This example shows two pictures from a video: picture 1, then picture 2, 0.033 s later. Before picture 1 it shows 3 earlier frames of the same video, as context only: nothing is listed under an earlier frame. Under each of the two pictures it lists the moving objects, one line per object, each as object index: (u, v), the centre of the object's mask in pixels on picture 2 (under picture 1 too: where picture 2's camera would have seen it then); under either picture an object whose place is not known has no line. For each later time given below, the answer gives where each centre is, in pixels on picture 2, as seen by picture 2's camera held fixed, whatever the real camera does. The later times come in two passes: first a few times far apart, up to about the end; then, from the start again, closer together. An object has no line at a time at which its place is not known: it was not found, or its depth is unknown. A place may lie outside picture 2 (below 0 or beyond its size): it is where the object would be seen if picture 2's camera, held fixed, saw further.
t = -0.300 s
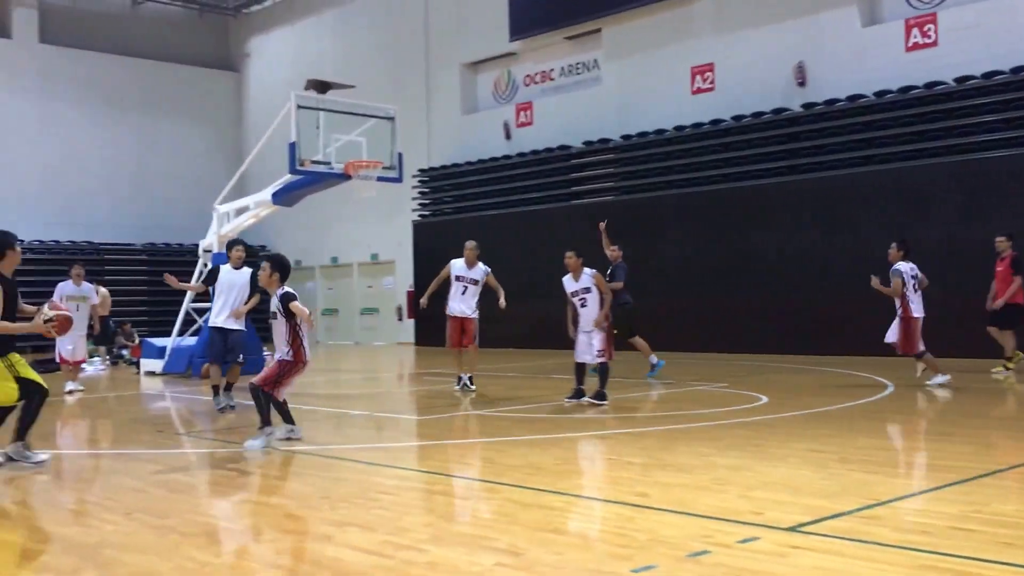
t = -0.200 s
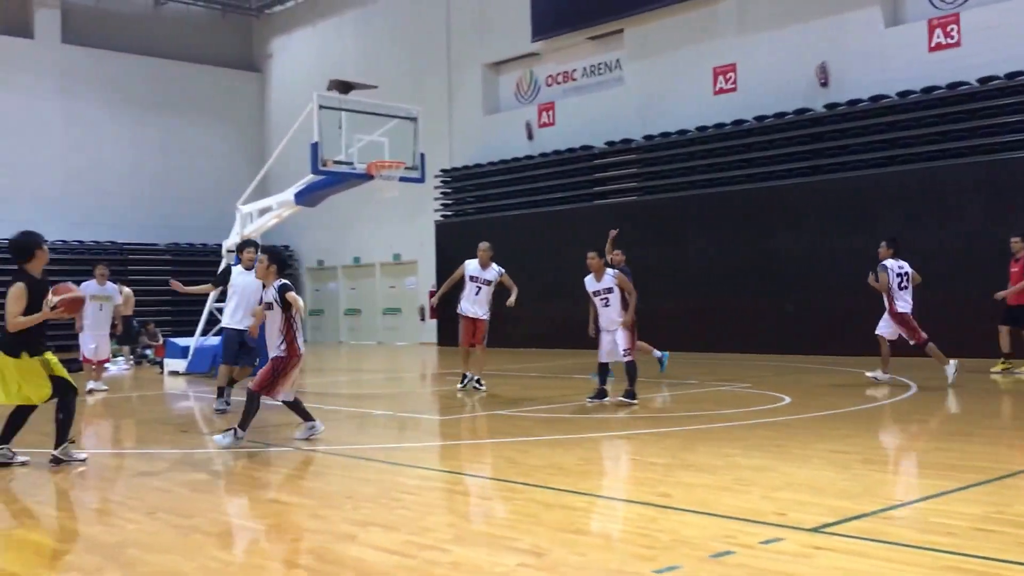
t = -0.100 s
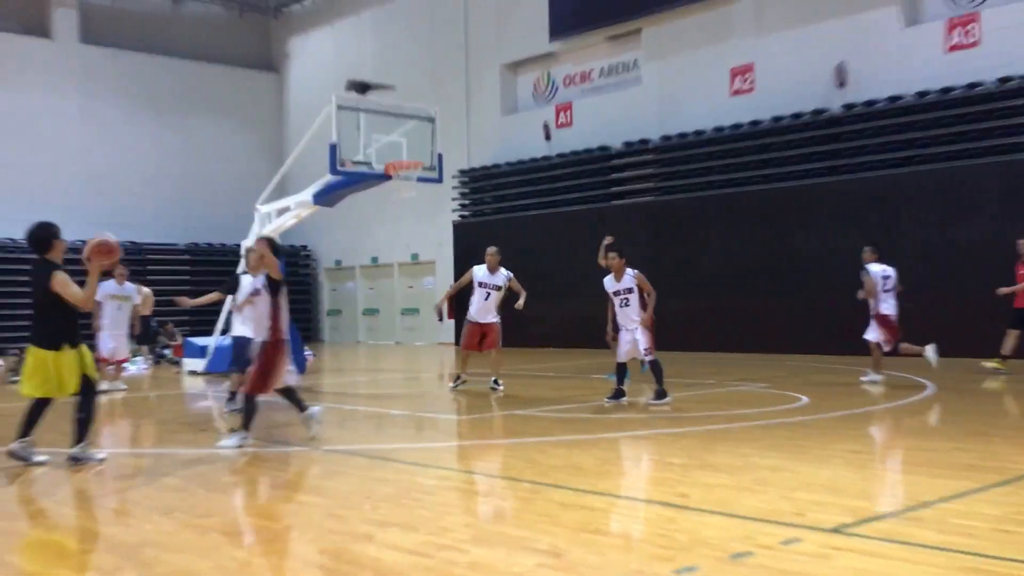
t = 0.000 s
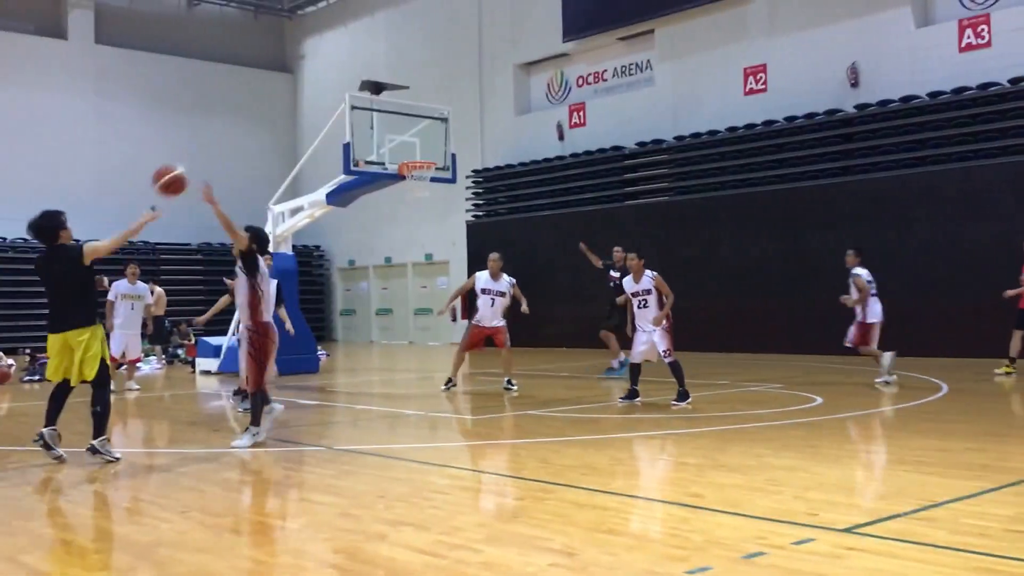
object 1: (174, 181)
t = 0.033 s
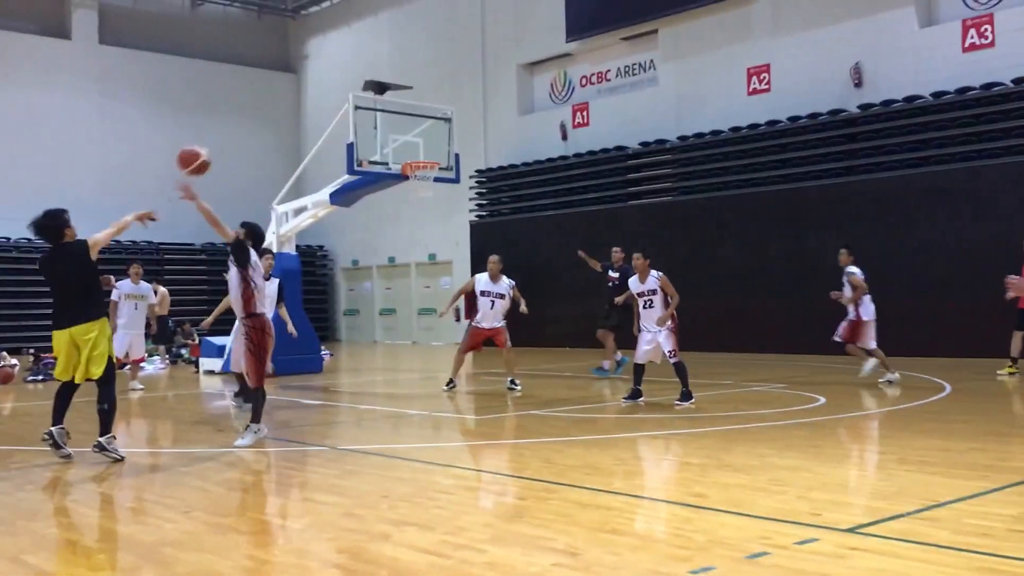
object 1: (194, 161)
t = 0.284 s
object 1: (315, 77)
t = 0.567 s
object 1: (404, 72)
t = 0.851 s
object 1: (467, 123)
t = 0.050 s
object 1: (204, 152)
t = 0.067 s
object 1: (213, 143)
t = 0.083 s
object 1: (222, 135)
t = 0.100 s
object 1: (232, 127)
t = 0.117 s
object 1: (241, 120)
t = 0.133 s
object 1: (249, 114)
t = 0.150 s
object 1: (258, 108)
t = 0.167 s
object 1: (265, 103)
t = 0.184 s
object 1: (273, 98)
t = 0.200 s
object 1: (280, 94)
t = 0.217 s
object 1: (287, 89)
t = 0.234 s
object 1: (295, 85)
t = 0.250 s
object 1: (303, 82)
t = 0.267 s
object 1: (309, 80)
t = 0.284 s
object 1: (315, 77)
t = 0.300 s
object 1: (320, 74)
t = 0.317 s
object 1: (328, 72)
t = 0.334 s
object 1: (333, 71)
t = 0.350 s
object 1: (340, 69)
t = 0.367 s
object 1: (344, 67)
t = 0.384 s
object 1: (351, 67)
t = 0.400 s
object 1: (356, 66)
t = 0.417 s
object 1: (361, 65)
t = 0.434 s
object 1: (366, 65)
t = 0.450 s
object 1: (371, 65)
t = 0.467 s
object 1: (376, 66)
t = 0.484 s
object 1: (382, 66)
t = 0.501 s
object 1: (386, 67)
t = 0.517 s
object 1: (391, 68)
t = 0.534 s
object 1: (396, 69)
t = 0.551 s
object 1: (401, 70)
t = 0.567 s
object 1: (404, 72)
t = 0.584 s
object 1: (408, 73)
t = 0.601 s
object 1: (412, 75)
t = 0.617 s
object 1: (416, 77)
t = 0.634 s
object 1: (420, 80)
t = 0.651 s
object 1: (424, 83)
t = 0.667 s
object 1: (428, 85)
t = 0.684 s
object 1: (431, 87)
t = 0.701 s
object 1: (435, 91)
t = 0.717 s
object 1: (439, 93)
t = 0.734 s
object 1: (443, 97)
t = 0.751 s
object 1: (447, 100)
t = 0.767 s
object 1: (450, 104)
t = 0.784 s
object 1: (453, 107)
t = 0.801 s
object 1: (457, 111)
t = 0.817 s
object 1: (461, 115)
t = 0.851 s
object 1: (467, 123)
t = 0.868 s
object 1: (470, 127)
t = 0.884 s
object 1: (473, 131)
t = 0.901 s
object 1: (476, 136)
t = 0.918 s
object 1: (479, 141)
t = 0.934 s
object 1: (481, 146)
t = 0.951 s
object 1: (484, 150)
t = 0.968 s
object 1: (487, 155)
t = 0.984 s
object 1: (491, 159)
